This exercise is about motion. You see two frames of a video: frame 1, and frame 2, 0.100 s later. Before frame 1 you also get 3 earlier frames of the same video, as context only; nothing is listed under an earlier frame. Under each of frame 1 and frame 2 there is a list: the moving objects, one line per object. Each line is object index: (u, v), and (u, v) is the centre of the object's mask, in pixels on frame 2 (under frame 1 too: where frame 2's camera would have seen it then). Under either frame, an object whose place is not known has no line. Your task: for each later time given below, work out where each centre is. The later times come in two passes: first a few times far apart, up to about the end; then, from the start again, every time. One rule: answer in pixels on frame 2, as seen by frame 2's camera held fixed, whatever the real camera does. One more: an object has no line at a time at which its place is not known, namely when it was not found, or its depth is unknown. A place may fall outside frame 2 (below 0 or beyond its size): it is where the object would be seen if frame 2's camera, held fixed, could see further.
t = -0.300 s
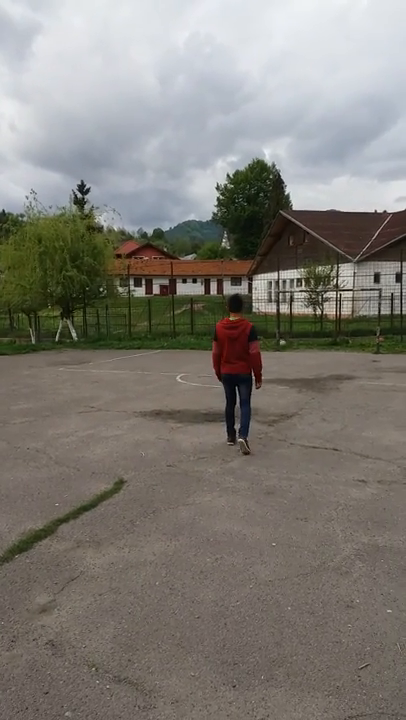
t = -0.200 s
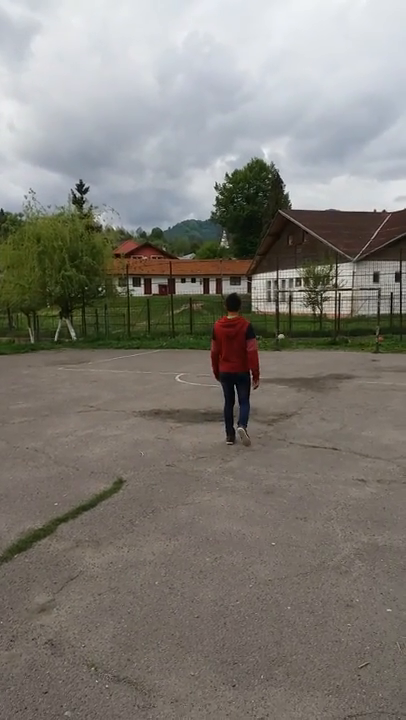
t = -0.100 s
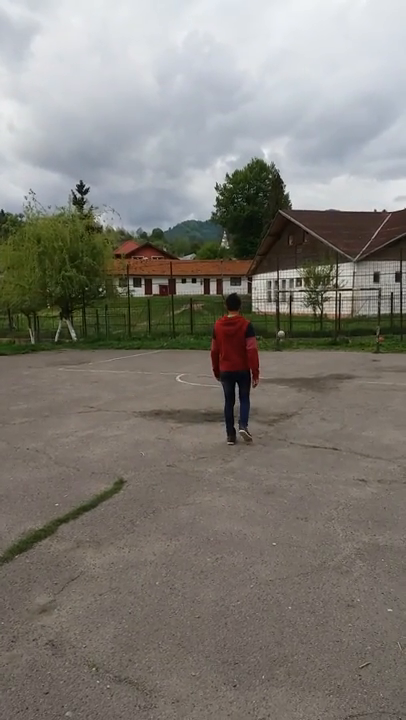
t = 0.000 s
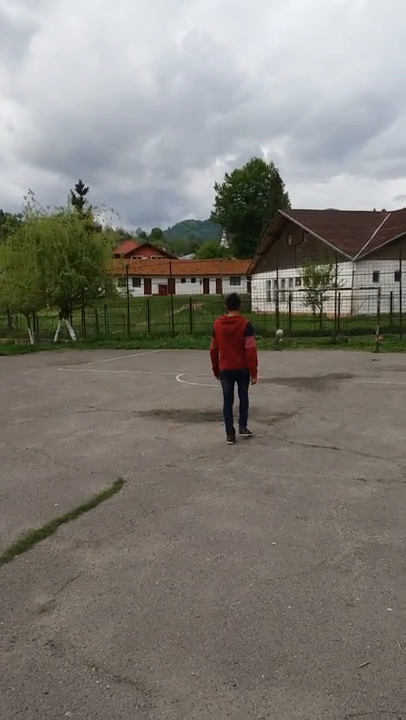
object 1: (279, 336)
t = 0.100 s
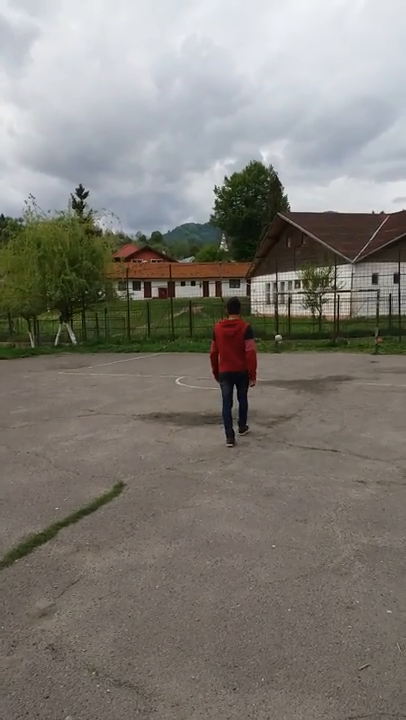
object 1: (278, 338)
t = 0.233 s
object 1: (277, 347)
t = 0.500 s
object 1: (275, 345)
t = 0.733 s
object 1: (269, 350)
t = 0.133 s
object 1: (278, 339)
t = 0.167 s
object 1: (278, 341)
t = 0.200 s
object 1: (277, 344)
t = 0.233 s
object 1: (277, 347)
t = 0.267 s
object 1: (277, 350)
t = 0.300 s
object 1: (277, 354)
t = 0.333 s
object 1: (277, 355)
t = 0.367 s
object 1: (276, 353)
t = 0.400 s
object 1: (276, 350)
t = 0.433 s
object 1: (275, 348)
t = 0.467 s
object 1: (276, 346)
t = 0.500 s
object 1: (275, 345)
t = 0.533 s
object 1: (273, 345)
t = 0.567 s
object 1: (272, 345)
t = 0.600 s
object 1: (271, 345)
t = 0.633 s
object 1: (272, 345)
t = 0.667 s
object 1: (271, 346)
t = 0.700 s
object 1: (270, 348)
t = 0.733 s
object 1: (269, 350)
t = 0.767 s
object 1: (267, 353)
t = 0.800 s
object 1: (267, 355)
